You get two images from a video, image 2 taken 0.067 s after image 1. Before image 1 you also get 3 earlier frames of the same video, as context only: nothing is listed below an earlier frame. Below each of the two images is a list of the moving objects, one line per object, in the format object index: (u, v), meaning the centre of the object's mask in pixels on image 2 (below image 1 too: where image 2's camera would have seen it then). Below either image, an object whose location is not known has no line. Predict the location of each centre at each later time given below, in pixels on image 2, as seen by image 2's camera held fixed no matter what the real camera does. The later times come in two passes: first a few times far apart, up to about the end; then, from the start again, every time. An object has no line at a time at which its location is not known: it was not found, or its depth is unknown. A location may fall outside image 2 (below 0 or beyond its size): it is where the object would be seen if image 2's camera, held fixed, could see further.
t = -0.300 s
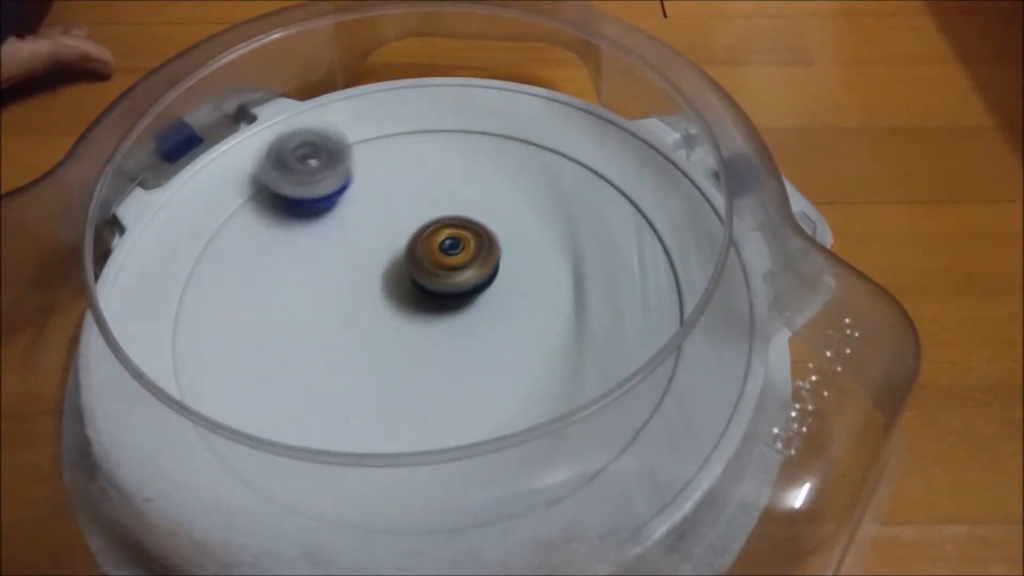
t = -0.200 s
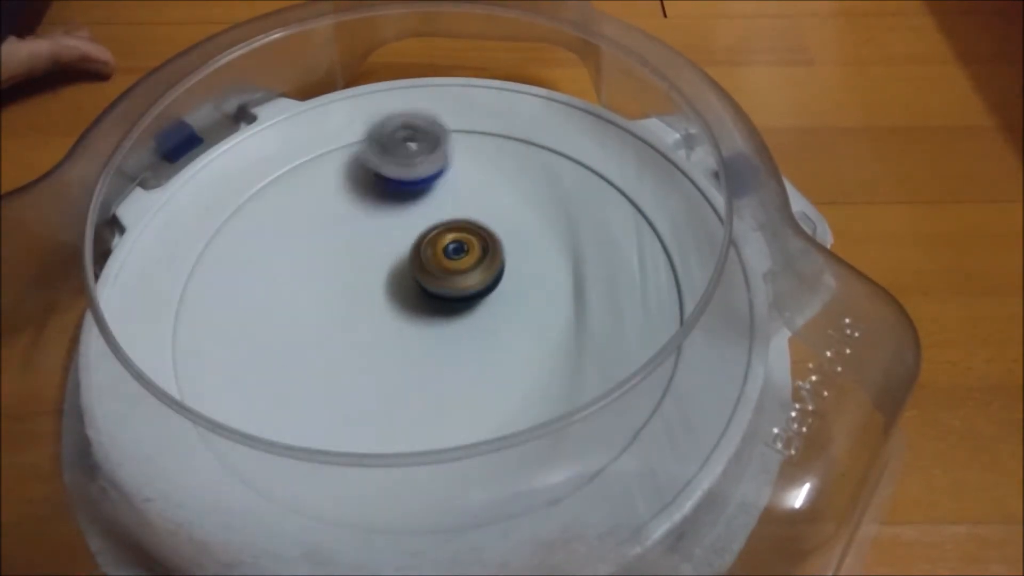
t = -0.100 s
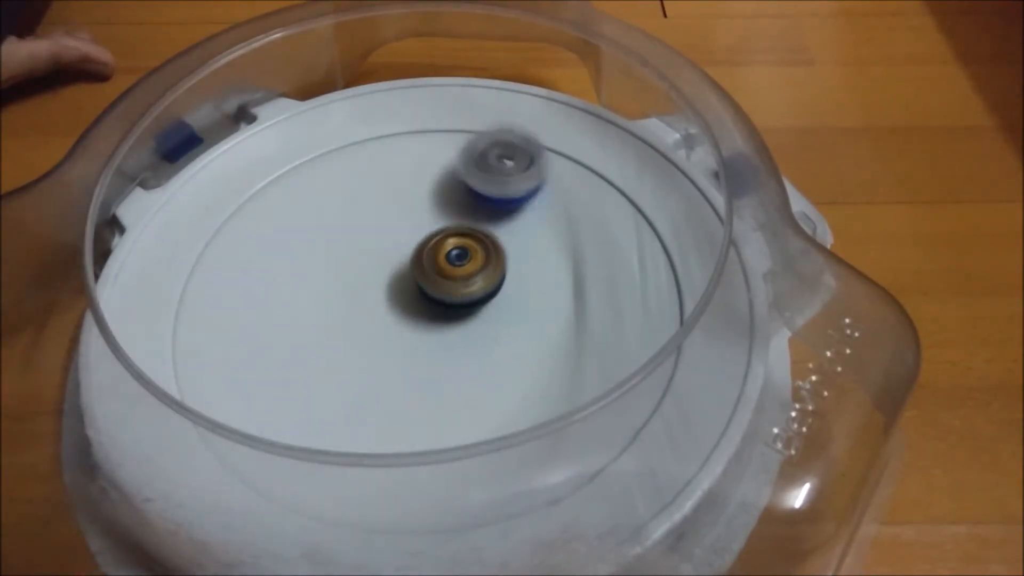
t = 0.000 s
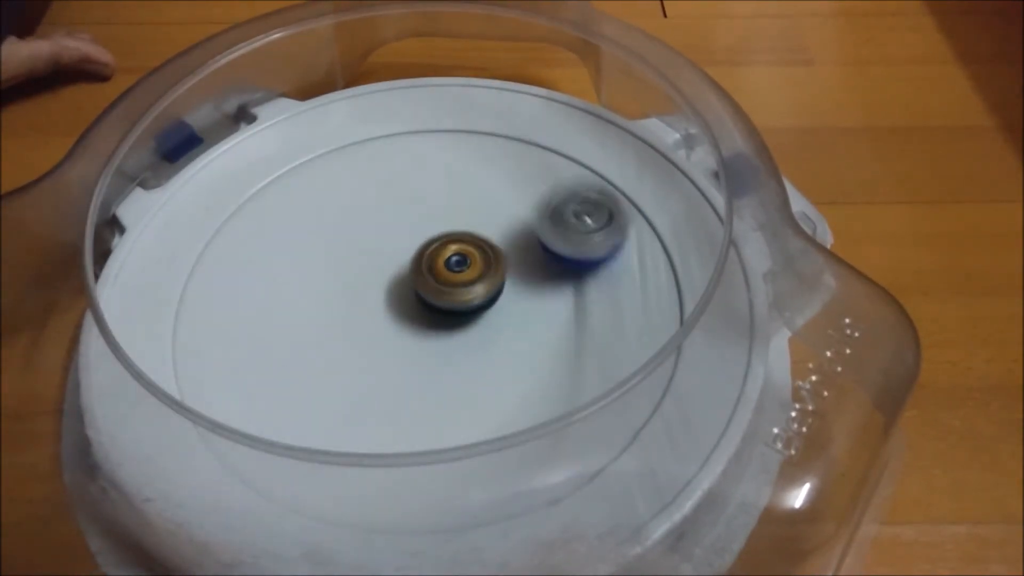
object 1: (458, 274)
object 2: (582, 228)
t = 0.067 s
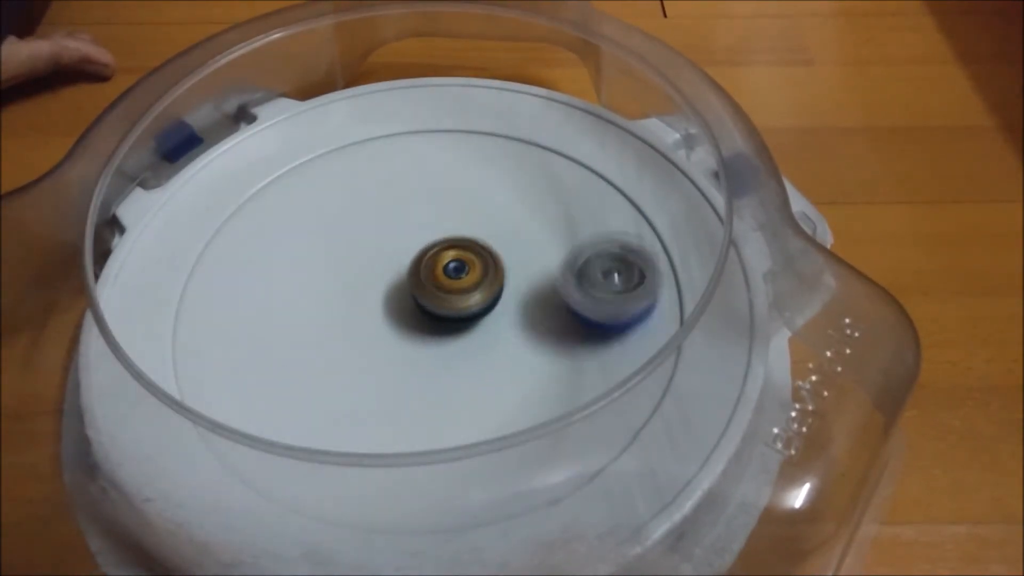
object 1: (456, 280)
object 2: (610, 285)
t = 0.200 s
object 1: (448, 293)
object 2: (570, 405)
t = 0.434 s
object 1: (424, 310)
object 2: (278, 436)
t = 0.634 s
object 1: (405, 317)
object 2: (244, 275)
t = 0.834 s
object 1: (396, 317)
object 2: (390, 173)
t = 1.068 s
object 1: (400, 312)
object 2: (576, 205)
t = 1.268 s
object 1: (413, 307)
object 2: (596, 347)
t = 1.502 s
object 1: (426, 304)
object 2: (355, 426)
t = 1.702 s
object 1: (438, 299)
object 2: (246, 305)
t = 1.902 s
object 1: (447, 298)
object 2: (328, 185)
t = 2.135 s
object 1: (444, 297)
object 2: (511, 186)
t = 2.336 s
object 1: (435, 292)
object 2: (574, 315)
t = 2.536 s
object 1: (428, 289)
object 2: (414, 440)
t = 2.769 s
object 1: (423, 289)
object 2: (240, 346)
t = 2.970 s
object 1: (420, 289)
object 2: (309, 223)
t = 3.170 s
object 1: (419, 290)
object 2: (474, 190)
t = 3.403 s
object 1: (420, 296)
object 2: (590, 300)
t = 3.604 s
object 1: (422, 303)
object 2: (483, 421)
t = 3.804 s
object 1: (426, 308)
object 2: (304, 387)
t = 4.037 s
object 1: (429, 311)
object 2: (305, 238)
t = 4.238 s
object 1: (431, 310)
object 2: (434, 179)
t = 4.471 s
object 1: (431, 304)
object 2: (562, 254)
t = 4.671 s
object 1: (429, 297)
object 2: (505, 381)
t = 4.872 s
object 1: (427, 289)
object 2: (329, 400)
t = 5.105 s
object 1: (425, 282)
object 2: (271, 277)
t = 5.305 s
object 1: (429, 277)
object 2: (385, 204)
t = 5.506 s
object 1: (427, 292)
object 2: (523, 220)
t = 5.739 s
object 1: (422, 303)
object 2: (551, 344)
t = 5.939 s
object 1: (423, 306)
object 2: (400, 399)
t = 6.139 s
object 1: (424, 308)
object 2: (295, 323)
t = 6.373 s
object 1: (426, 306)
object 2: (357, 214)
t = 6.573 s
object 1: (429, 302)
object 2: (483, 211)
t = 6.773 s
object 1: (430, 296)
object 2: (537, 307)
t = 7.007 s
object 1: (429, 292)
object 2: (421, 401)
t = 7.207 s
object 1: (427, 289)
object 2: (299, 355)
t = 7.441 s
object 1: (428, 288)
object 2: (345, 244)
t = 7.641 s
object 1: (433, 296)
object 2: (454, 208)
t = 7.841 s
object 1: (432, 301)
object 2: (532, 271)
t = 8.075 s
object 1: (397, 310)
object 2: (506, 372)
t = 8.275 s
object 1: (362, 279)
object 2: (402, 405)
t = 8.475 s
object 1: (362, 247)
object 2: (337, 360)
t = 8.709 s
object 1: (383, 171)
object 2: (429, 329)
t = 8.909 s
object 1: (406, 168)
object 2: (506, 339)
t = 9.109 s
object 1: (419, 225)
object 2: (498, 341)
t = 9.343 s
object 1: (324, 257)
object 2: (549, 334)
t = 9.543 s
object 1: (295, 274)
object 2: (556, 354)
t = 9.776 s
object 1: (327, 321)
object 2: (470, 307)
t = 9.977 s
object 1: (393, 351)
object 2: (418, 248)
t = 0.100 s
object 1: (455, 282)
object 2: (615, 317)
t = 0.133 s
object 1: (453, 286)
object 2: (608, 344)
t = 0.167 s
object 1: (451, 289)
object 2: (593, 376)
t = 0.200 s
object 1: (448, 293)
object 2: (570, 405)
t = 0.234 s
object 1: (445, 295)
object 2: (534, 435)
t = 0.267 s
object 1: (442, 298)
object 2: (489, 456)
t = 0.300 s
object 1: (439, 301)
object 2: (438, 470)
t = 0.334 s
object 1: (435, 304)
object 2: (388, 475)
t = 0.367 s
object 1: (432, 306)
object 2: (345, 466)
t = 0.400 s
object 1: (428, 308)
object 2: (309, 453)
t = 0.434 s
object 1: (424, 310)
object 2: (278, 436)
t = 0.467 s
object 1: (421, 312)
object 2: (256, 411)
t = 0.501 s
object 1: (417, 313)
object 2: (239, 382)
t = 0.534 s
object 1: (413, 314)
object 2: (229, 357)
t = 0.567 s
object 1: (411, 316)
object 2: (228, 330)
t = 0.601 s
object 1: (408, 317)
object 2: (233, 301)
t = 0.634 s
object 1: (405, 317)
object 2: (244, 275)
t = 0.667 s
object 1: (402, 317)
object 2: (260, 252)
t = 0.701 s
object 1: (400, 317)
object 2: (283, 230)
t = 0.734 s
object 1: (399, 318)
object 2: (305, 212)
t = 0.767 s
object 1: (398, 317)
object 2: (332, 196)
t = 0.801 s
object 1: (397, 317)
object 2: (362, 183)
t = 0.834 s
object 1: (396, 317)
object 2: (390, 173)
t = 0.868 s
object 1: (396, 316)
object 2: (420, 167)
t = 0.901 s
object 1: (395, 315)
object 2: (449, 164)
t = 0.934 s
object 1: (396, 314)
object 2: (476, 167)
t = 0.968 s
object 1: (396, 313)
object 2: (506, 171)
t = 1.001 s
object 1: (397, 313)
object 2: (531, 177)
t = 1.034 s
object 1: (399, 312)
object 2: (555, 189)
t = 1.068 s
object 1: (400, 312)
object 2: (576, 205)
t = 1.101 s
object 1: (402, 311)
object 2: (592, 224)
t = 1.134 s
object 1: (404, 310)
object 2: (605, 245)
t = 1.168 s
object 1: (406, 309)
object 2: (613, 269)
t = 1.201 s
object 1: (409, 309)
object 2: (616, 296)
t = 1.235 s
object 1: (410, 308)
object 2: (612, 323)
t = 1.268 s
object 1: (413, 307)
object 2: (596, 347)
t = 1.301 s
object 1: (415, 307)
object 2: (574, 373)
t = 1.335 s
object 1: (416, 307)
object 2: (541, 385)
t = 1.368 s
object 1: (417, 306)
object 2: (510, 414)
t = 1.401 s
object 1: (419, 305)
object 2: (473, 427)
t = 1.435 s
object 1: (421, 305)
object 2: (431, 435)
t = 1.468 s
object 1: (423, 305)
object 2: (390, 436)
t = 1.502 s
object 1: (426, 304)
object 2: (355, 426)
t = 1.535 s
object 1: (428, 303)
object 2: (325, 410)
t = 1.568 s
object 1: (431, 302)
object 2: (297, 396)
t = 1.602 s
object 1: (433, 301)
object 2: (274, 376)
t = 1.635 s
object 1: (435, 301)
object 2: (258, 353)
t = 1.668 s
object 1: (437, 300)
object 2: (249, 330)
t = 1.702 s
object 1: (438, 299)
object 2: (246, 305)
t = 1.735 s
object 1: (440, 299)
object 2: (249, 282)
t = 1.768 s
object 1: (442, 299)
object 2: (254, 258)
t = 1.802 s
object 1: (443, 298)
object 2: (269, 236)
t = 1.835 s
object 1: (445, 298)
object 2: (283, 218)
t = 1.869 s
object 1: (447, 298)
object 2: (305, 199)
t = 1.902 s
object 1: (447, 298)
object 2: (328, 185)
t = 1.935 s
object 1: (448, 298)
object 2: (353, 175)
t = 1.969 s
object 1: (448, 298)
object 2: (378, 168)
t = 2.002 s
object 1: (448, 298)
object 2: (407, 163)
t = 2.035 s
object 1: (448, 298)
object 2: (433, 163)
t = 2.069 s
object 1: (447, 298)
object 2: (461, 168)
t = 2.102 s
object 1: (445, 297)
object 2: (487, 173)
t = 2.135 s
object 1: (444, 297)
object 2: (511, 186)
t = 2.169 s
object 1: (443, 296)
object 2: (533, 201)
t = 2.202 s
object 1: (441, 296)
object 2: (550, 219)
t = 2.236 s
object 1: (440, 295)
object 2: (562, 241)
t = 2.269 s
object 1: (438, 294)
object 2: (572, 265)
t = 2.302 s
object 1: (437, 293)
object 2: (576, 289)
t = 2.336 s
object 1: (435, 292)
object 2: (574, 315)
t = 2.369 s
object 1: (434, 291)
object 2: (565, 342)
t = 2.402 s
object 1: (432, 291)
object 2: (542, 375)
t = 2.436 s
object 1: (431, 290)
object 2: (514, 397)
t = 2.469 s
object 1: (430, 290)
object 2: (484, 418)
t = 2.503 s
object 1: (429, 289)
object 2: (451, 430)
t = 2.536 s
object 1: (428, 289)
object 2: (414, 440)
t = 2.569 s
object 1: (426, 288)
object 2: (376, 441)
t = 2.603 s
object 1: (426, 288)
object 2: (344, 435)
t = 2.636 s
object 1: (426, 288)
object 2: (310, 424)
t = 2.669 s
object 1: (425, 288)
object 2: (282, 410)
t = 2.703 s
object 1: (424, 288)
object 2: (264, 388)
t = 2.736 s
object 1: (424, 287)
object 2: (247, 370)
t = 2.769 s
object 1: (423, 289)
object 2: (240, 346)
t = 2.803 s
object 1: (422, 287)
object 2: (237, 322)
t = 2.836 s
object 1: (422, 289)
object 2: (243, 299)
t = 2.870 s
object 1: (422, 288)
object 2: (254, 276)
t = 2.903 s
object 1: (421, 289)
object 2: (269, 255)
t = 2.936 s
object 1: (421, 289)
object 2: (289, 238)
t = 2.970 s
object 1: (420, 289)
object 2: (309, 223)
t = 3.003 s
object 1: (420, 289)
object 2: (335, 211)
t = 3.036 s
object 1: (420, 289)
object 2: (361, 201)
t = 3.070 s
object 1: (420, 289)
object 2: (389, 195)
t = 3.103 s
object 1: (420, 290)
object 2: (417, 192)
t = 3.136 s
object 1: (419, 290)
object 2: (446, 188)
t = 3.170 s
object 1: (419, 290)
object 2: (474, 190)
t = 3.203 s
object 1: (419, 291)
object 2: (499, 199)
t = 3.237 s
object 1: (419, 291)
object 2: (524, 209)
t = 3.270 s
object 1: (420, 292)
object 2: (543, 222)
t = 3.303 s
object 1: (420, 293)
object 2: (562, 240)
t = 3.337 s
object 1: (420, 294)
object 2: (575, 259)
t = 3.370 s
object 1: (420, 295)
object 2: (586, 279)
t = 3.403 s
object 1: (420, 296)
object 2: (590, 300)
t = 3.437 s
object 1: (421, 297)
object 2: (589, 323)
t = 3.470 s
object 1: (421, 298)
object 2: (581, 347)
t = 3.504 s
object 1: (421, 300)
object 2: (566, 366)
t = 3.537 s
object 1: (422, 300)
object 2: (544, 388)
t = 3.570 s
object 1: (422, 301)
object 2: (515, 406)
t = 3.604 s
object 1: (422, 303)
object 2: (483, 421)
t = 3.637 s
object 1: (423, 304)
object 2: (449, 429)
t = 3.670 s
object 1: (424, 304)
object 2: (417, 428)
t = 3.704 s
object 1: (424, 306)
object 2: (383, 426)
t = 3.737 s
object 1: (425, 307)
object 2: (353, 411)
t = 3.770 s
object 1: (425, 307)
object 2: (325, 401)
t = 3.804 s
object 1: (426, 308)
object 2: (304, 387)
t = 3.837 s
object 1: (426, 308)
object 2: (286, 365)
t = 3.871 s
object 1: (427, 309)
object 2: (277, 343)
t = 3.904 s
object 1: (428, 309)
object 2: (275, 322)
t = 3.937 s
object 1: (428, 310)
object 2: (277, 298)
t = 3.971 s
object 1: (428, 310)
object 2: (281, 277)
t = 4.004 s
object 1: (429, 311)
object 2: (291, 257)
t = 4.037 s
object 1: (429, 311)
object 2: (305, 238)
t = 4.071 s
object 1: (429, 311)
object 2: (322, 221)
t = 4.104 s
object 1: (429, 311)
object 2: (342, 207)
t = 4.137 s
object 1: (430, 311)
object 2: (362, 195)
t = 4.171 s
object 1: (431, 310)
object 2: (384, 188)
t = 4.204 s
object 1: (431, 310)
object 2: (410, 181)
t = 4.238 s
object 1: (431, 310)
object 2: (434, 179)
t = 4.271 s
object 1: (431, 310)
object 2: (458, 179)
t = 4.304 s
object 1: (432, 308)
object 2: (482, 183)
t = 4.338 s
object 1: (432, 307)
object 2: (504, 191)
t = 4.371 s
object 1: (432, 307)
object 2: (524, 203)
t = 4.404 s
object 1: (432, 306)
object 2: (541, 217)
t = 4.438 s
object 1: (432, 305)
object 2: (552, 234)
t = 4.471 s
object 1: (431, 304)
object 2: (562, 254)
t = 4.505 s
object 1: (431, 304)
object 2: (565, 278)
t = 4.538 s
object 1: (431, 302)
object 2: (565, 300)
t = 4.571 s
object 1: (431, 301)
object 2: (560, 321)
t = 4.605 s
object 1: (430, 300)
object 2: (547, 344)
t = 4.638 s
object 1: (429, 298)
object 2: (528, 362)
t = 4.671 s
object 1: (429, 297)
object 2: (505, 381)
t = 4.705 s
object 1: (429, 295)
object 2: (479, 392)
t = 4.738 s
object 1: (429, 293)
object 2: (449, 402)
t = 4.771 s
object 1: (428, 293)
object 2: (418, 408)
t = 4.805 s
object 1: (428, 291)
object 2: (386, 409)
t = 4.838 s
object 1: (427, 290)
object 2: (354, 405)
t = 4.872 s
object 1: (427, 289)
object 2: (329, 400)
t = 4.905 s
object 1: (425, 289)
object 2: (301, 389)
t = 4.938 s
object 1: (425, 289)
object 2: (286, 373)
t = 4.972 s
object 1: (425, 288)
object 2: (271, 355)
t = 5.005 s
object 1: (425, 286)
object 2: (264, 335)
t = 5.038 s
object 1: (425, 285)
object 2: (261, 315)
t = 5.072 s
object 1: (425, 285)
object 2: (262, 296)
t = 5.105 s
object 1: (425, 282)
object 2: (271, 277)
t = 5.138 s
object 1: (426, 280)
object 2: (282, 259)
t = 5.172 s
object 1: (425, 280)
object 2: (297, 243)
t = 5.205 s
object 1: (426, 279)
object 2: (318, 229)
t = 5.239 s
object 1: (427, 278)
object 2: (340, 218)
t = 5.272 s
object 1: (428, 277)
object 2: (362, 211)
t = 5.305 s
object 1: (429, 277)
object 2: (385, 204)
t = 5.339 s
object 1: (429, 277)
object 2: (411, 199)
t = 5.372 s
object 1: (430, 277)
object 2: (435, 198)
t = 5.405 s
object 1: (430, 283)
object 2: (458, 200)
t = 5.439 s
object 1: (429, 285)
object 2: (482, 204)
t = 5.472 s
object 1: (428, 290)
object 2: (505, 211)
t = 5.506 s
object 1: (427, 292)
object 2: (523, 220)
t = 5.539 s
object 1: (426, 295)
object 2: (539, 233)
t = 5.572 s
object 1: (426, 297)
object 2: (553, 248)
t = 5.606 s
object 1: (425, 299)
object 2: (562, 266)
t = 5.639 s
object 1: (424, 300)
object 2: (568, 284)
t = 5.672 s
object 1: (423, 301)
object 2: (569, 303)
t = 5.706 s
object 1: (422, 302)
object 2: (565, 324)
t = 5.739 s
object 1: (422, 303)
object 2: (551, 344)
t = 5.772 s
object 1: (422, 304)
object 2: (536, 361)
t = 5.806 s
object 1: (422, 304)
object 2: (513, 377)
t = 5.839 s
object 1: (422, 305)
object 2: (490, 387)
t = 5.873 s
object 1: (422, 306)
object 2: (458, 394)
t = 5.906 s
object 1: (423, 306)
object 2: (432, 397)
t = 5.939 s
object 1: (423, 306)
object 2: (400, 399)
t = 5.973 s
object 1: (423, 307)
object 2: (375, 396)
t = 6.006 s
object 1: (423, 308)
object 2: (347, 387)
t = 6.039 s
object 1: (423, 308)
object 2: (328, 374)
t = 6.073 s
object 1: (424, 308)
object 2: (312, 359)
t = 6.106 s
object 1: (424, 308)
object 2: (300, 341)
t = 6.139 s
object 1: (424, 308)
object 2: (295, 323)
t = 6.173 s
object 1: (424, 308)
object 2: (291, 305)
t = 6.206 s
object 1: (424, 308)
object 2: (292, 287)
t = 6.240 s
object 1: (425, 308)
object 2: (297, 269)
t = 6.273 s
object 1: (425, 307)
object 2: (307, 252)
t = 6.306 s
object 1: (426, 307)
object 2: (323, 237)
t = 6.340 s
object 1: (426, 306)
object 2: (338, 224)
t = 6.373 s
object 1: (426, 306)
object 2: (357, 214)
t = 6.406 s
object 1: (427, 306)
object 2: (376, 207)
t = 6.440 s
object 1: (427, 306)
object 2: (398, 203)
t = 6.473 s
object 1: (428, 304)
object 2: (419, 200)
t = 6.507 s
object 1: (428, 304)
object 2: (441, 200)
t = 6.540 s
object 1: (428, 303)
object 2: (463, 205)
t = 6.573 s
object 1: (429, 302)
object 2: (483, 211)
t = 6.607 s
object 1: (429, 301)
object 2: (502, 223)
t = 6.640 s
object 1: (429, 300)
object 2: (515, 236)
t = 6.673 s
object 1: (430, 300)
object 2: (524, 253)
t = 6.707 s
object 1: (430, 298)
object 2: (532, 269)
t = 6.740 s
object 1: (430, 297)
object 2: (535, 288)
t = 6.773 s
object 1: (430, 296)
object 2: (537, 307)
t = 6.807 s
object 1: (430, 296)
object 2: (531, 328)
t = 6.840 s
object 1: (430, 295)
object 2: (523, 343)
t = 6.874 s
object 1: (430, 294)
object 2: (509, 358)
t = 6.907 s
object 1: (430, 293)
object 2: (490, 373)
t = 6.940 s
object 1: (430, 292)
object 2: (472, 386)
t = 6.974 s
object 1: (429, 292)
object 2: (446, 395)
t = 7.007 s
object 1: (429, 292)
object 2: (421, 401)
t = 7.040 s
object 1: (429, 290)
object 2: (397, 402)
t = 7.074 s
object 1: (429, 290)
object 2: (369, 402)
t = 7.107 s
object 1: (429, 290)
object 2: (346, 396)
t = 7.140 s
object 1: (429, 288)
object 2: (328, 386)
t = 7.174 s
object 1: (428, 289)
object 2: (312, 371)
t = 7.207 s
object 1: (427, 289)
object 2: (299, 355)
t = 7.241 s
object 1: (427, 289)
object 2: (296, 338)
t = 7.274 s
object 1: (427, 287)
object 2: (294, 321)
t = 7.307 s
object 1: (427, 287)
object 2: (296, 304)
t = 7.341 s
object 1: (427, 287)
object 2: (305, 287)
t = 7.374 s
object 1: (427, 288)
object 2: (315, 271)
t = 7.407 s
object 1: (427, 287)
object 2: (329, 256)
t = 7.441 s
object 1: (428, 288)
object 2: (345, 244)
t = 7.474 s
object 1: (430, 289)
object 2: (360, 233)
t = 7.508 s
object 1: (432, 291)
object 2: (377, 223)
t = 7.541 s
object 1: (432, 292)
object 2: (394, 216)
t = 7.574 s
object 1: (432, 294)
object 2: (414, 210)
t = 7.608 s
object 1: (432, 294)
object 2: (435, 208)
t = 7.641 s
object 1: (433, 296)
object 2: (454, 208)
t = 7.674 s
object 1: (433, 297)
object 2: (473, 212)
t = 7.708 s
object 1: (433, 297)
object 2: (492, 218)
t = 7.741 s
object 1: (433, 298)
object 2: (506, 229)
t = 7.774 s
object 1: (433, 299)
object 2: (517, 242)
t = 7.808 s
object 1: (433, 300)
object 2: (525, 255)
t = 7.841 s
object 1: (432, 301)
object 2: (532, 271)
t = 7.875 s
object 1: (426, 303)
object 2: (537, 286)
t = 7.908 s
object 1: (417, 306)
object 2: (543, 301)
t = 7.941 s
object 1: (411, 308)
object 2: (547, 317)
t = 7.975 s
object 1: (406, 309)
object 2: (545, 331)
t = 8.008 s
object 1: (403, 309)
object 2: (535, 347)
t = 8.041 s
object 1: (400, 310)
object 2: (521, 360)
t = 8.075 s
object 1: (397, 310)
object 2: (506, 372)
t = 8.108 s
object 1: (394, 311)
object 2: (485, 380)
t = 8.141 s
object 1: (391, 311)
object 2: (460, 386)
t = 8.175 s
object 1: (388, 310)
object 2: (437, 388)
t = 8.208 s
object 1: (381, 306)
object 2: (425, 395)
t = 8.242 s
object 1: (370, 292)
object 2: (415, 403)
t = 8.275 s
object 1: (362, 279)
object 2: (402, 405)
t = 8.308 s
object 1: (357, 269)
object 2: (386, 406)
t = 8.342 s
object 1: (356, 261)
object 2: (371, 404)
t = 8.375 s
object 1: (356, 255)
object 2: (356, 398)
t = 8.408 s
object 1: (358, 251)
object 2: (345, 387)
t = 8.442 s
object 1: (360, 249)
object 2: (338, 374)
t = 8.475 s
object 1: (362, 247)
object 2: (337, 360)
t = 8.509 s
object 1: (364, 247)
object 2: (342, 345)
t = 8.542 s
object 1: (366, 245)
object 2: (351, 332)
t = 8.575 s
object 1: (365, 228)
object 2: (366, 334)
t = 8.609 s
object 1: (368, 208)
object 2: (379, 335)
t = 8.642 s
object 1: (372, 191)
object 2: (397, 332)
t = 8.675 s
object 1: (377, 180)
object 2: (412, 331)
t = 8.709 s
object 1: (383, 171)
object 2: (429, 329)
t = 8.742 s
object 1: (387, 167)
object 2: (444, 329)
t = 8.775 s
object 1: (392, 162)
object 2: (460, 329)
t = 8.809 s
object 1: (395, 163)
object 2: (474, 331)
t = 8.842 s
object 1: (399, 162)
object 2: (486, 333)
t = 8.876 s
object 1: (402, 165)
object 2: (497, 336)
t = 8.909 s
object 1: (406, 168)
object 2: (506, 339)
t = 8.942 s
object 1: (408, 174)
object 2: (512, 343)
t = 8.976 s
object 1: (411, 180)
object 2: (514, 344)
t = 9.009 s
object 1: (413, 189)
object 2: (513, 346)
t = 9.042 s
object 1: (415, 201)
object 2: (509, 346)
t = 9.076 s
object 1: (418, 213)
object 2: (505, 344)
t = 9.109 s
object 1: (419, 225)
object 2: (498, 341)
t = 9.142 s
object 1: (420, 238)
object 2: (493, 337)
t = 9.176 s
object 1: (420, 250)
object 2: (488, 330)
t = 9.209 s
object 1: (418, 260)
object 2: (483, 322)
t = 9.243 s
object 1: (396, 262)
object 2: (499, 323)
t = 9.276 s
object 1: (368, 260)
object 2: (521, 327)
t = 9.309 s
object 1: (343, 258)
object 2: (539, 331)
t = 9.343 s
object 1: (324, 257)
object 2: (549, 334)
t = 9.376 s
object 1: (311, 257)
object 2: (556, 338)
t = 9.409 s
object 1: (303, 257)
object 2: (565, 341)
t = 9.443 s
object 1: (298, 259)
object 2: (569, 345)
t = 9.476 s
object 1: (296, 263)
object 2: (567, 349)
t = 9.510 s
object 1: (295, 268)
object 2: (565, 352)
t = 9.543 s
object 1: (295, 274)
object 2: (556, 354)
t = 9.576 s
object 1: (296, 280)
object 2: (544, 353)
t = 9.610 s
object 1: (299, 288)
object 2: (531, 349)
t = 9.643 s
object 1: (302, 294)
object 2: (513, 344)
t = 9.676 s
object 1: (307, 300)
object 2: (503, 336)
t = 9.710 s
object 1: (313, 307)
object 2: (491, 326)
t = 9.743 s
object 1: (319, 314)
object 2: (478, 316)
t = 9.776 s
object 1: (327, 321)
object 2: (470, 307)
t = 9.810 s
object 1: (336, 327)
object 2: (458, 296)
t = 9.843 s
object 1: (346, 333)
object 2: (451, 286)
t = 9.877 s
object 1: (358, 337)
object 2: (442, 277)
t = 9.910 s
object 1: (370, 343)
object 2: (433, 267)
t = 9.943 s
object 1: (382, 347)
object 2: (426, 259)
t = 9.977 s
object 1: (393, 351)
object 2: (418, 248)
